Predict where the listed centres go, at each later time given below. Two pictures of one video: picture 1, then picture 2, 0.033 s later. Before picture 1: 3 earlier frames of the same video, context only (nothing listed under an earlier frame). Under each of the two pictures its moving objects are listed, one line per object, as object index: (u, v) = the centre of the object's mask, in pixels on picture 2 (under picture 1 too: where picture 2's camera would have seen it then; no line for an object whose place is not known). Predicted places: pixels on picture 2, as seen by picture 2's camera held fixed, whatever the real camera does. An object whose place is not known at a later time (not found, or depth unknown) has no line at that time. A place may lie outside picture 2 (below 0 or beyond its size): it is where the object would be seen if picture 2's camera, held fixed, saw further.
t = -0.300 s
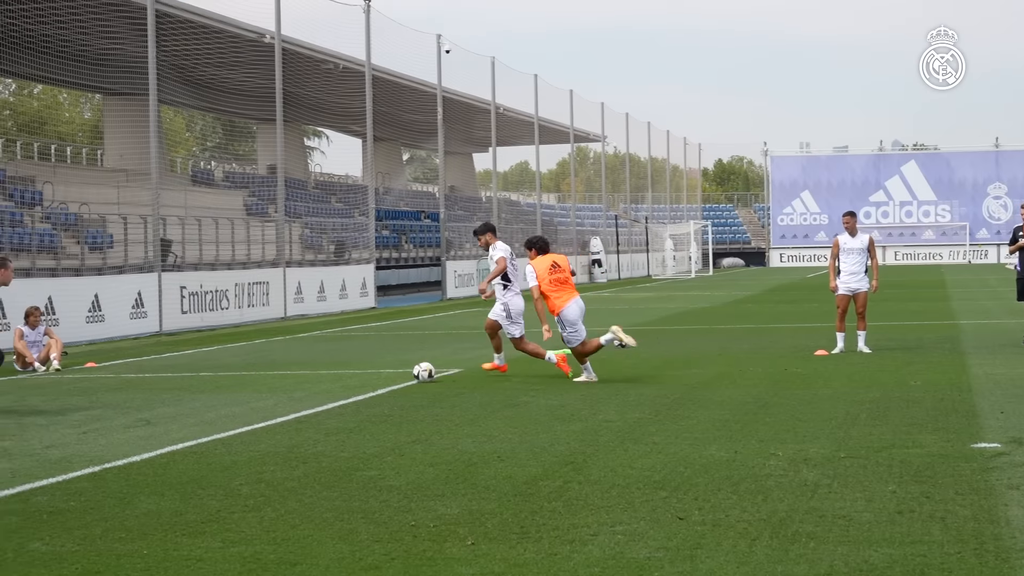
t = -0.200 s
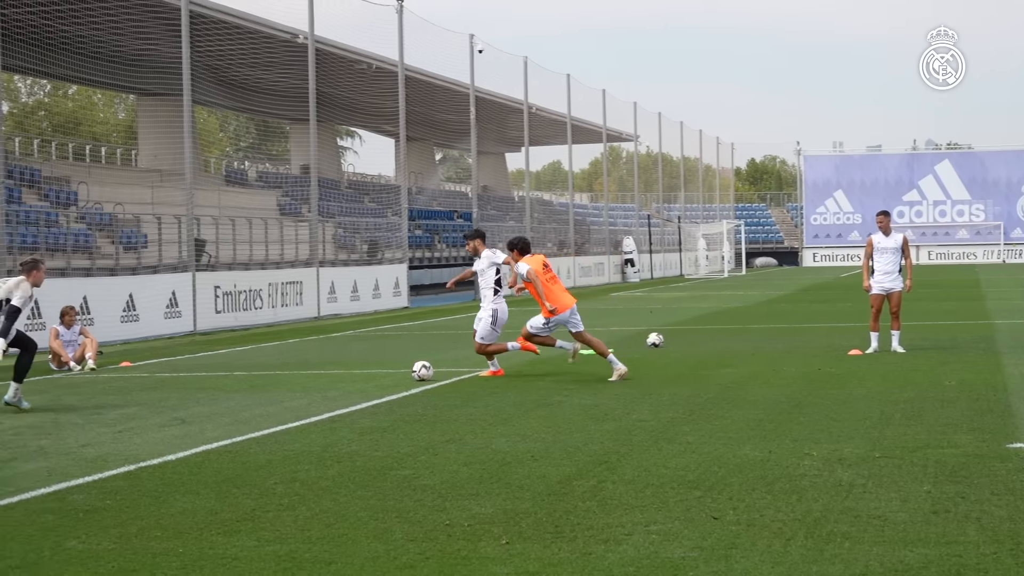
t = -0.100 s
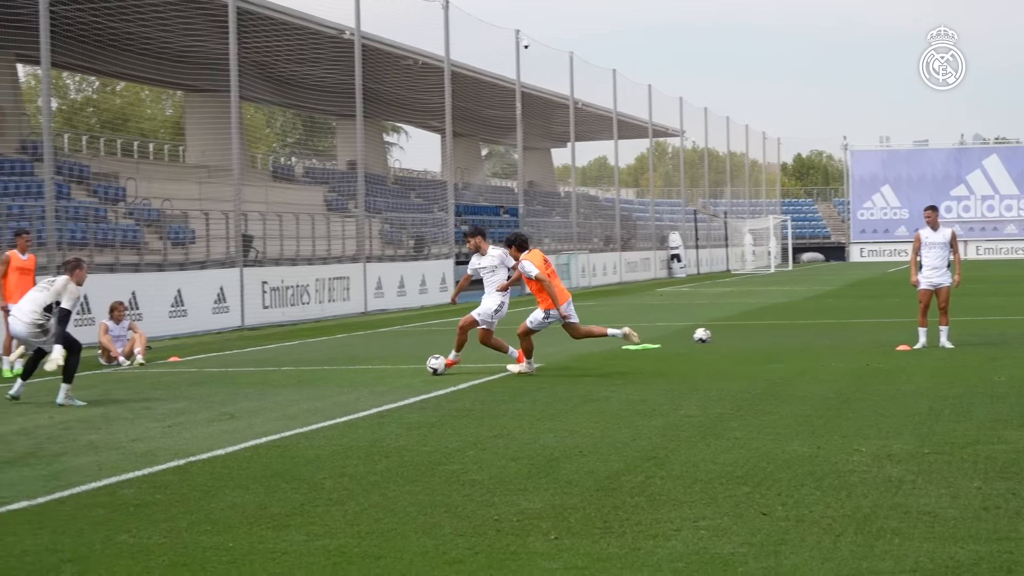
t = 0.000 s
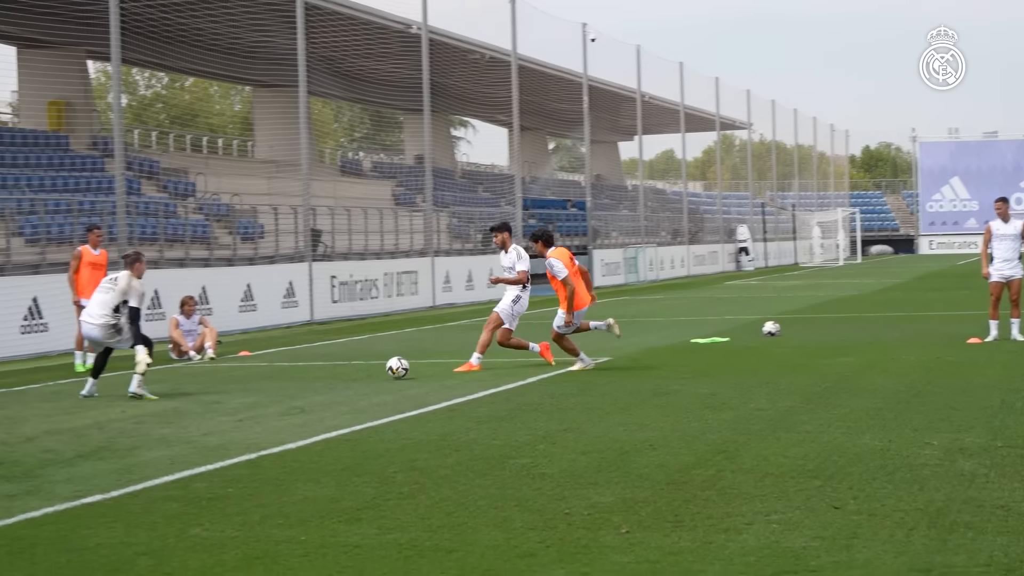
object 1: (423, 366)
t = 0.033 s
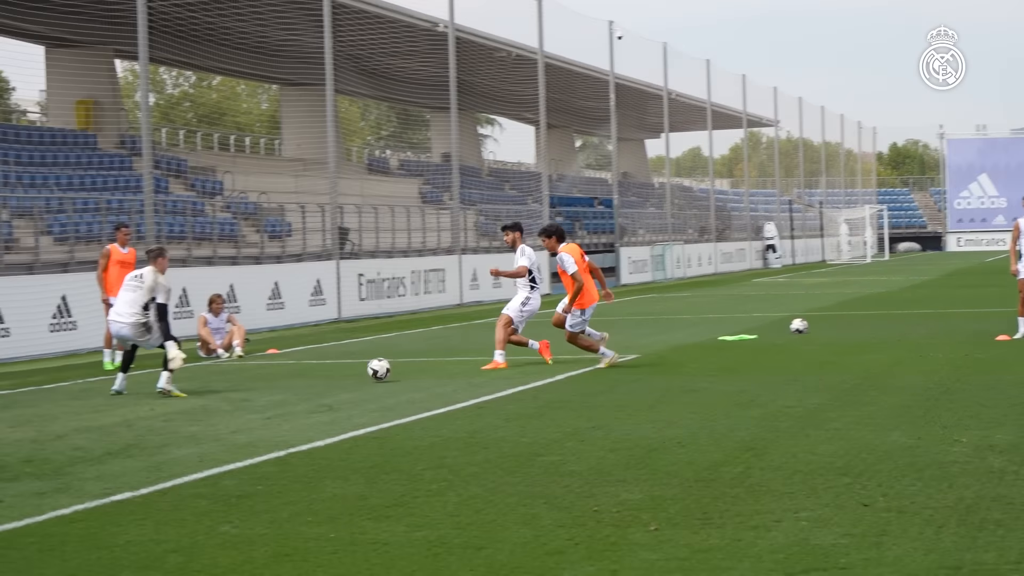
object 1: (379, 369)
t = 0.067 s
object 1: (345, 372)
